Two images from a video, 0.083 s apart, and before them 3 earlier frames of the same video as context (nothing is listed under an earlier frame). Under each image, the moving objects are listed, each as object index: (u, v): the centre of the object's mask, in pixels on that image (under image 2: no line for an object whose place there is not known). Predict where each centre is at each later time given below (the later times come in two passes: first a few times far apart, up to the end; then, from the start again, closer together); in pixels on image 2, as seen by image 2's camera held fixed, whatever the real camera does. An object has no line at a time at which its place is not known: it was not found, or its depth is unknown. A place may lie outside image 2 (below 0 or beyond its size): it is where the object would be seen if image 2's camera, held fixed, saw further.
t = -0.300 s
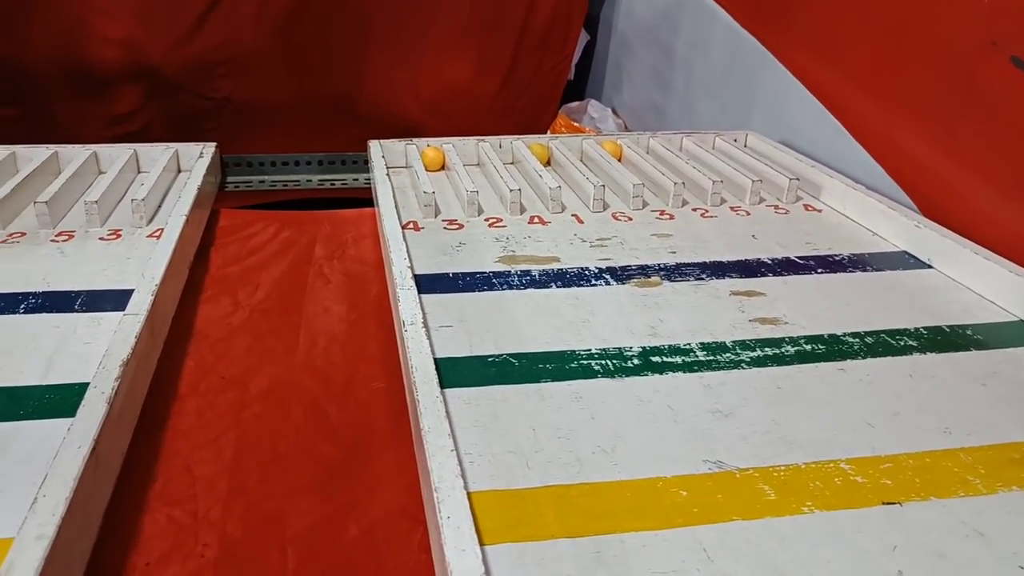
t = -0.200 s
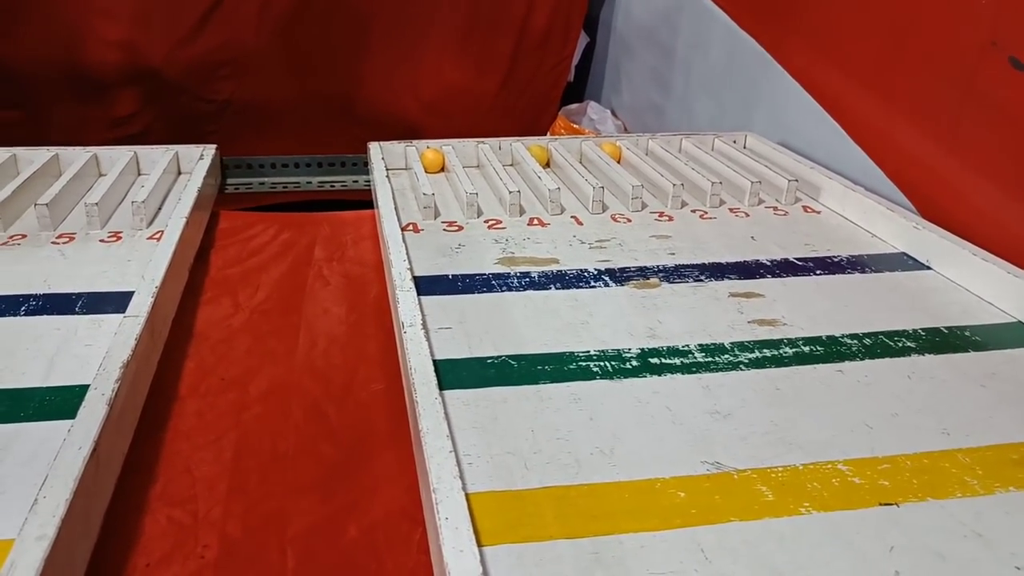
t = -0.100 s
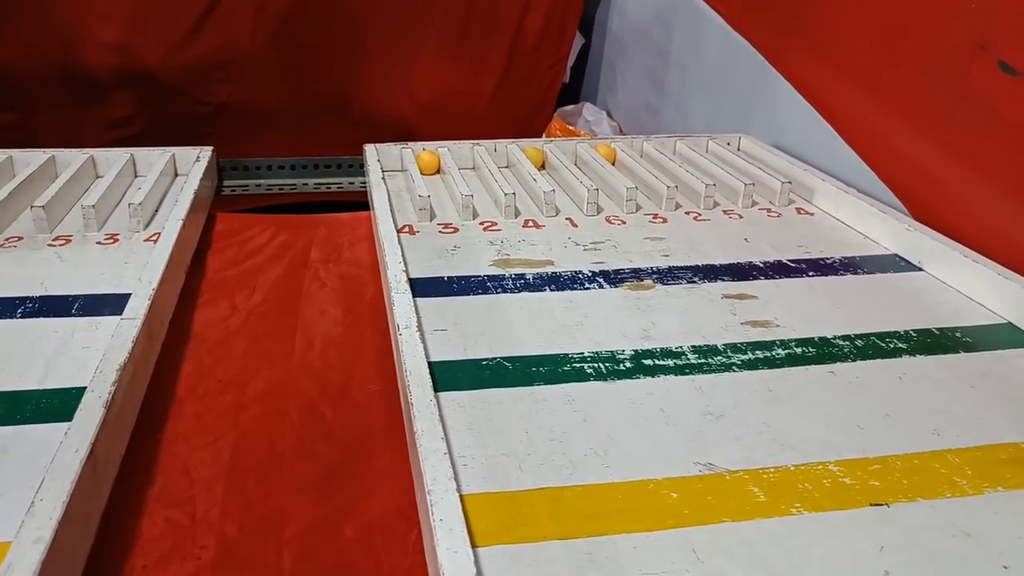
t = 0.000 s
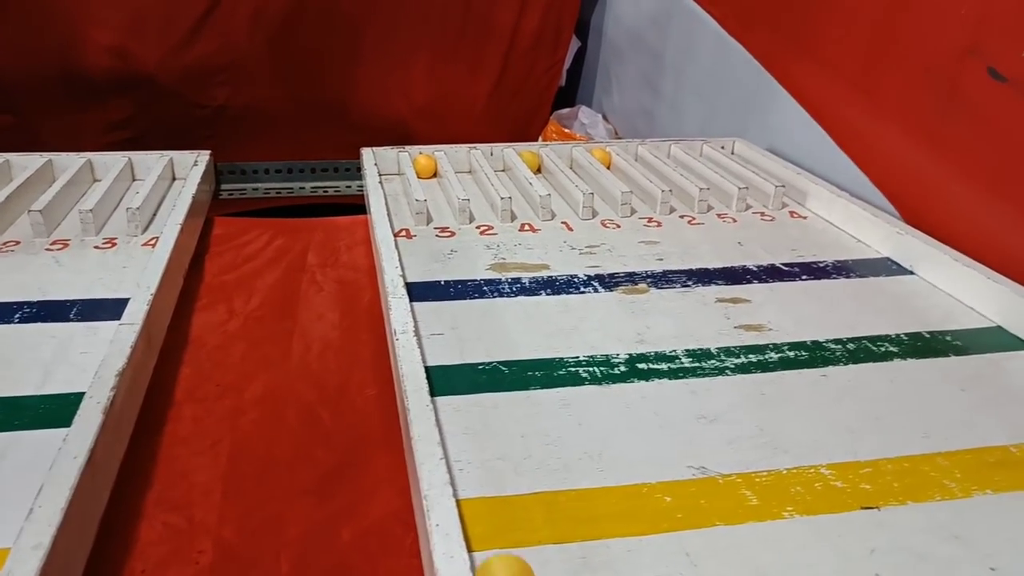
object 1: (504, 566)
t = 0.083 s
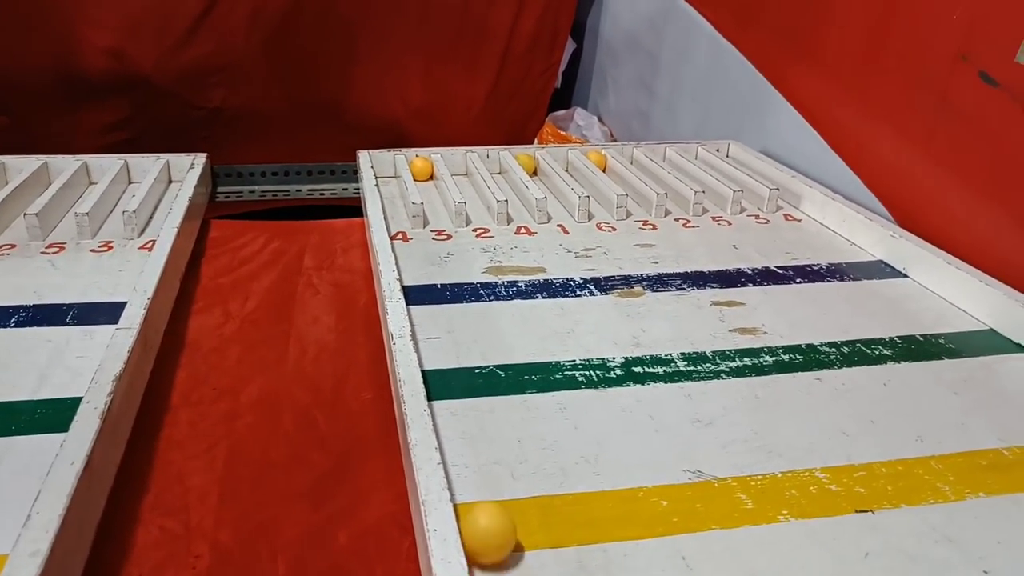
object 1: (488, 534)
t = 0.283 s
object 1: (456, 408)
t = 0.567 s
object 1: (424, 280)
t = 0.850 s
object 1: (419, 231)
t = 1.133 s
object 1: (455, 222)
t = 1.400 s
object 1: (461, 221)
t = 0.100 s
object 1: (484, 522)
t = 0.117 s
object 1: (482, 511)
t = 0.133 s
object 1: (479, 500)
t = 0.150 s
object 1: (476, 489)
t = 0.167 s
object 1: (474, 479)
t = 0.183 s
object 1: (471, 469)
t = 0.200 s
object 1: (469, 458)
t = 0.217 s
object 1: (467, 448)
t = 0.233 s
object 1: (464, 438)
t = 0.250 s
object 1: (461, 428)
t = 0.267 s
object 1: (459, 418)
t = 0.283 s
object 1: (456, 408)
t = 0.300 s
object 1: (454, 399)
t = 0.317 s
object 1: (452, 390)
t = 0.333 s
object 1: (450, 382)
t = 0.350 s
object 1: (449, 374)
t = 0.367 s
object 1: (447, 365)
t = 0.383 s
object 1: (445, 356)
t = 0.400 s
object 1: (443, 349)
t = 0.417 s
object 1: (441, 343)
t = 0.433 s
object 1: (439, 335)
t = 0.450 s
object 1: (437, 327)
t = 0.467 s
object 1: (435, 319)
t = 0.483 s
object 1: (433, 312)
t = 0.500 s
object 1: (432, 305)
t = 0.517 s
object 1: (430, 299)
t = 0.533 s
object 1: (428, 293)
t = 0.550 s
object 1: (426, 287)
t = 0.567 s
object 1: (424, 280)
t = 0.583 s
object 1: (423, 273)
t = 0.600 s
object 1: (422, 268)
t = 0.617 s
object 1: (420, 263)
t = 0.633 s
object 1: (418, 256)
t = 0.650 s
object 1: (417, 251)
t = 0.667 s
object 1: (415, 246)
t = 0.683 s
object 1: (414, 240)
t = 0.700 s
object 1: (412, 235)
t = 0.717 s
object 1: (411, 230)
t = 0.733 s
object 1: (410, 224)
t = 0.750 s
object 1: (408, 220)
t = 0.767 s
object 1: (402, 222)
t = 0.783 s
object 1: (401, 226)
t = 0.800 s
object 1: (405, 230)
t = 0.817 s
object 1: (410, 232)
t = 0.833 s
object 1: (415, 231)
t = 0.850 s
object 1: (419, 231)
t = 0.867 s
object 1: (424, 234)
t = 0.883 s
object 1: (427, 233)
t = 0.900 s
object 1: (429, 231)
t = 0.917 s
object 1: (432, 231)
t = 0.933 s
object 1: (434, 231)
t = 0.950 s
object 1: (436, 229)
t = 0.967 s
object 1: (439, 228)
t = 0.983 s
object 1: (441, 227)
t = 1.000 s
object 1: (444, 226)
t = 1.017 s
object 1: (446, 225)
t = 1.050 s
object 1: (451, 222)
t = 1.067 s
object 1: (453, 221)
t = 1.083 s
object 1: (455, 220)
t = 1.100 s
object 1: (455, 221)
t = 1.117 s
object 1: (455, 222)
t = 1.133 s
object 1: (455, 222)
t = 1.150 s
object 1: (456, 223)
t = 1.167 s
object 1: (457, 223)
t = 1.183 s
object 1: (457, 223)
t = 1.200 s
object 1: (458, 223)
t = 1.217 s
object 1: (458, 223)
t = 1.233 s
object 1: (459, 223)
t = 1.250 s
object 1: (459, 223)
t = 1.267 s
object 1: (460, 222)
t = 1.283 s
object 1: (460, 222)
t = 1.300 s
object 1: (461, 222)
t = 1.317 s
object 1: (461, 221)
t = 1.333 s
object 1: (461, 221)
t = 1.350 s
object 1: (461, 220)
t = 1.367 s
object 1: (461, 220)
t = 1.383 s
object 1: (461, 221)
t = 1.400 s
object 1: (461, 221)
